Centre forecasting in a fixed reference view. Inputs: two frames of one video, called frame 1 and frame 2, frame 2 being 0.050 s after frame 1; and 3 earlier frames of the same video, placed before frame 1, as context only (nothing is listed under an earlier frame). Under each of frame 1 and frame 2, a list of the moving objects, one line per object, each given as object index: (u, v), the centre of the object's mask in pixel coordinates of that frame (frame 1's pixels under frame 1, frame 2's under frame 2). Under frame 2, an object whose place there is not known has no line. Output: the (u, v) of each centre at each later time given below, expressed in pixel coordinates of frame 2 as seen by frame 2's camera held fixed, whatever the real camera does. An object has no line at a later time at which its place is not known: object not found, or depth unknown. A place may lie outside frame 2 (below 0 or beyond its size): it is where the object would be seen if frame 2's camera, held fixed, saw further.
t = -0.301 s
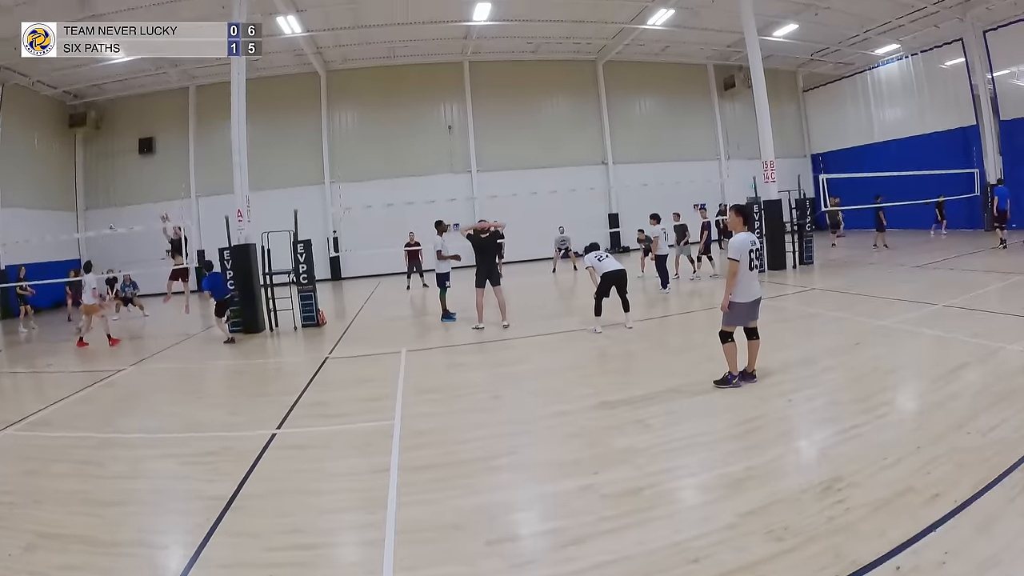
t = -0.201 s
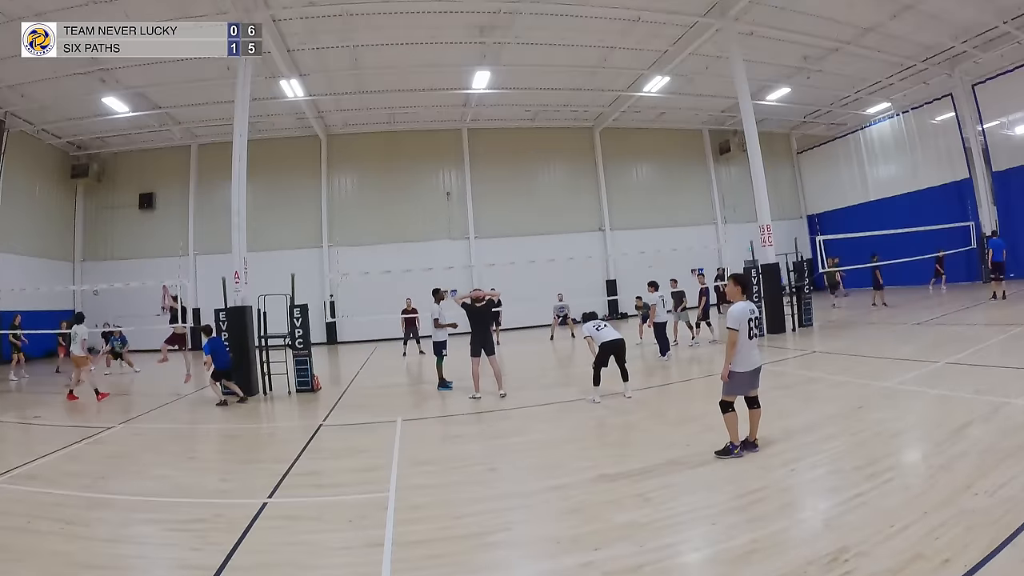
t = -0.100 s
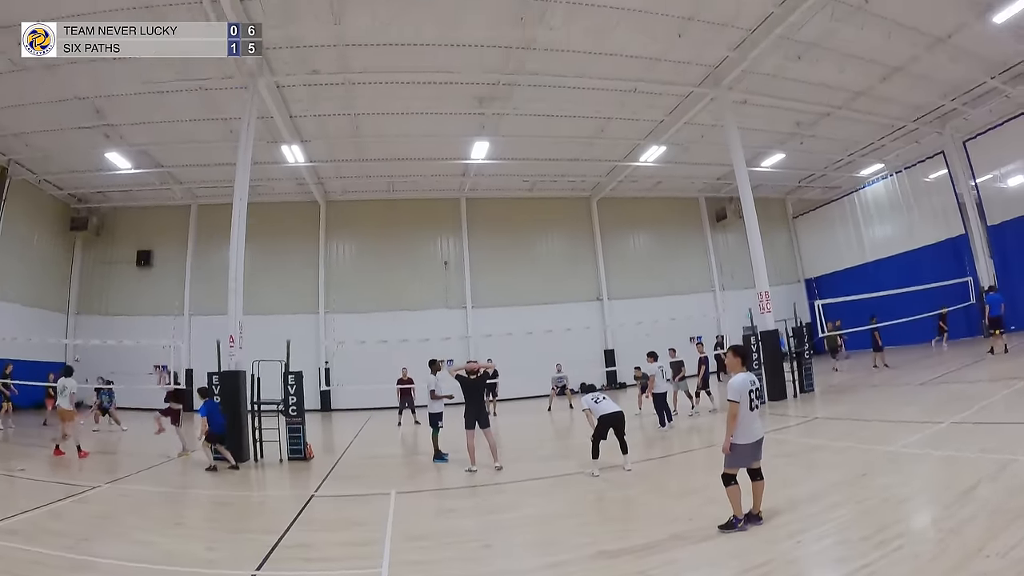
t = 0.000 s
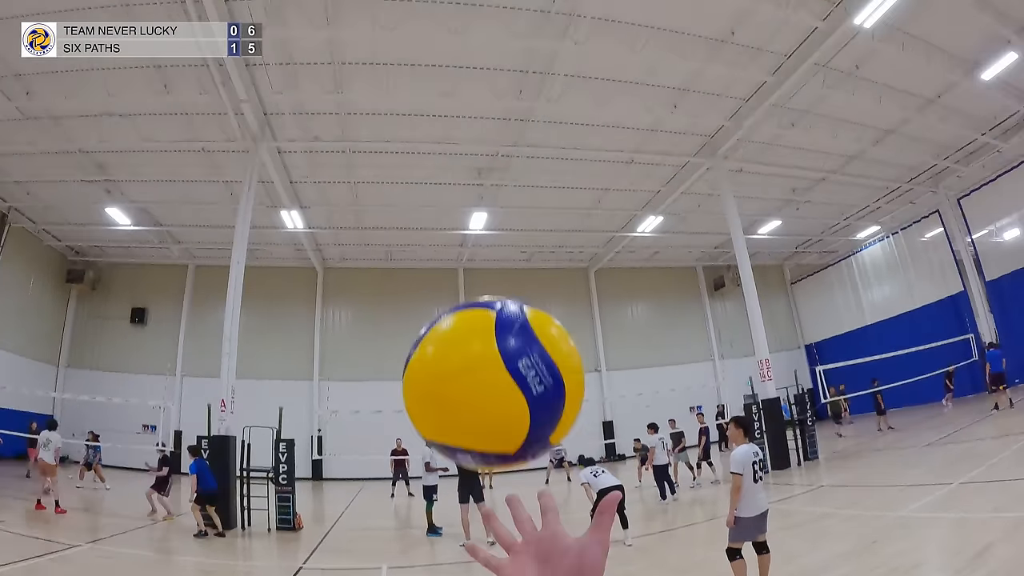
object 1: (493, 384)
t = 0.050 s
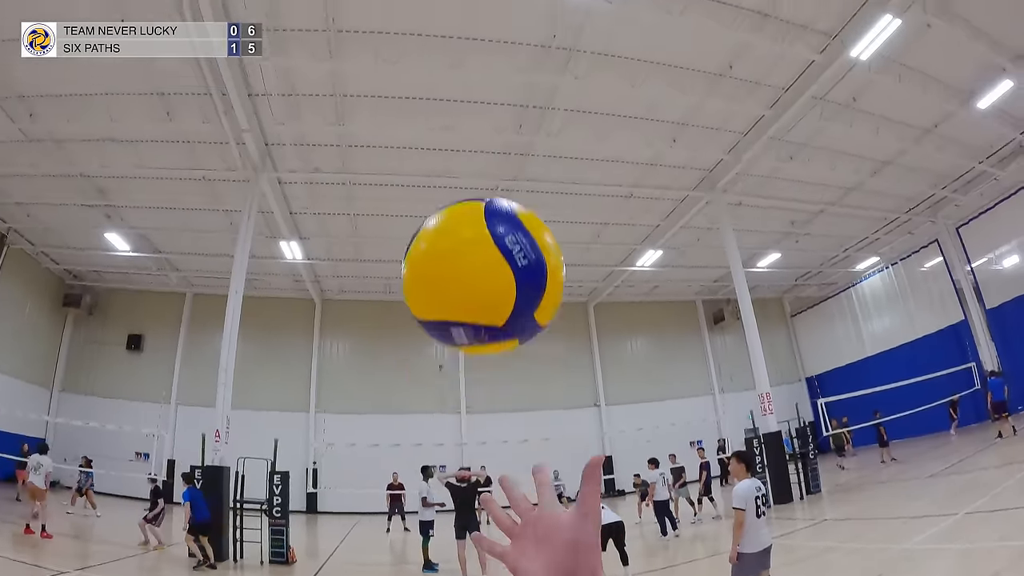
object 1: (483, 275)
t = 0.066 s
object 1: (482, 234)
